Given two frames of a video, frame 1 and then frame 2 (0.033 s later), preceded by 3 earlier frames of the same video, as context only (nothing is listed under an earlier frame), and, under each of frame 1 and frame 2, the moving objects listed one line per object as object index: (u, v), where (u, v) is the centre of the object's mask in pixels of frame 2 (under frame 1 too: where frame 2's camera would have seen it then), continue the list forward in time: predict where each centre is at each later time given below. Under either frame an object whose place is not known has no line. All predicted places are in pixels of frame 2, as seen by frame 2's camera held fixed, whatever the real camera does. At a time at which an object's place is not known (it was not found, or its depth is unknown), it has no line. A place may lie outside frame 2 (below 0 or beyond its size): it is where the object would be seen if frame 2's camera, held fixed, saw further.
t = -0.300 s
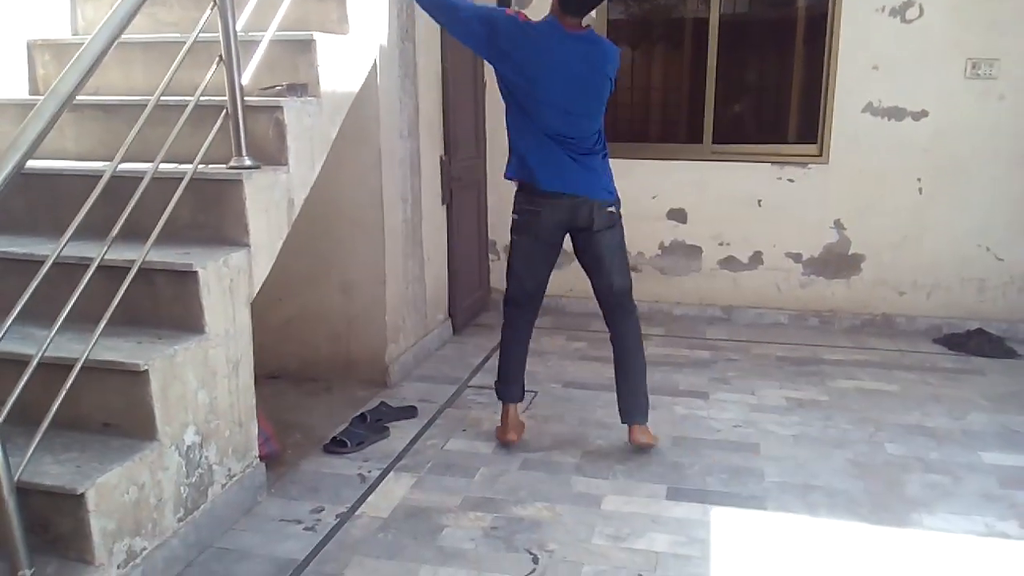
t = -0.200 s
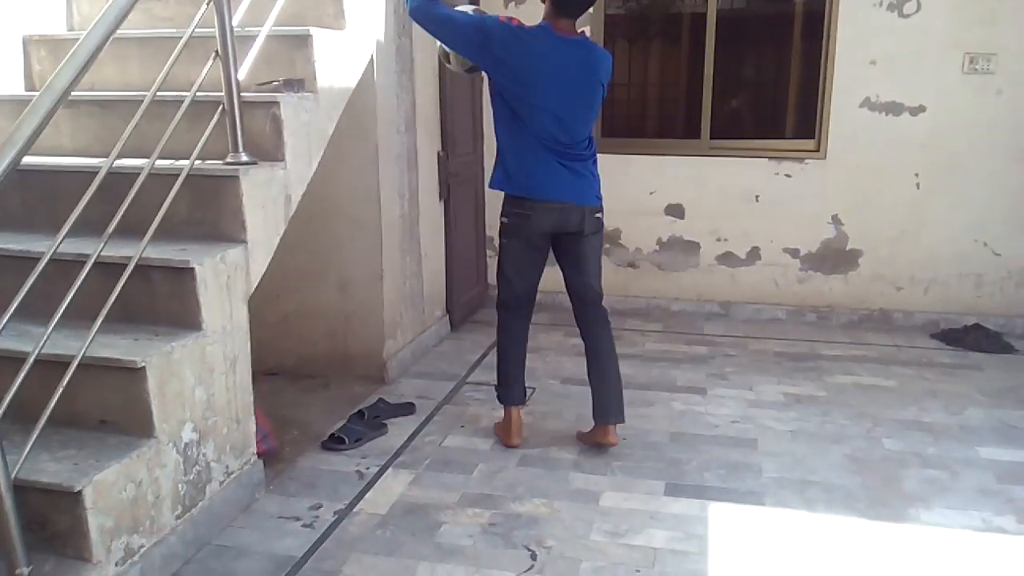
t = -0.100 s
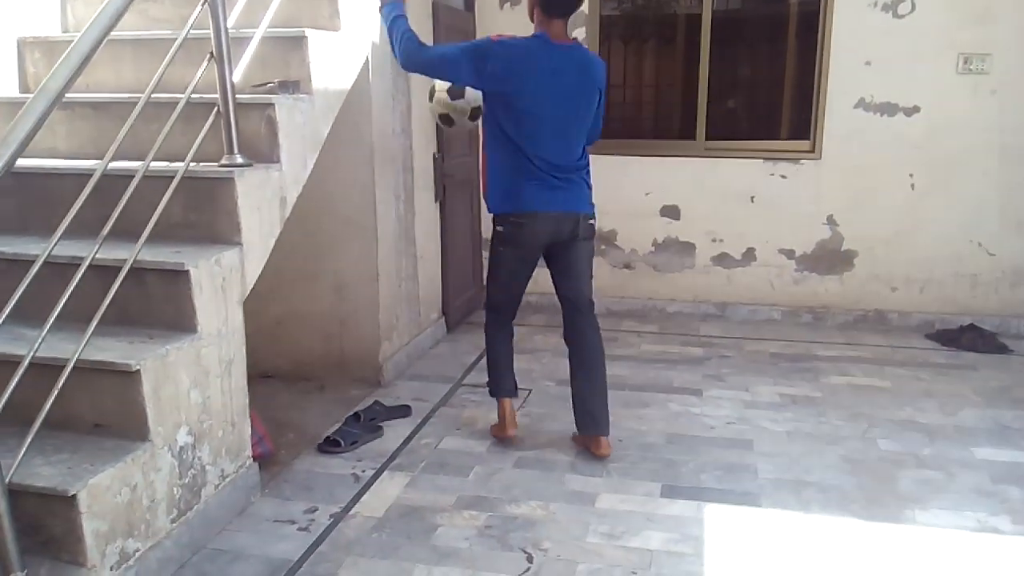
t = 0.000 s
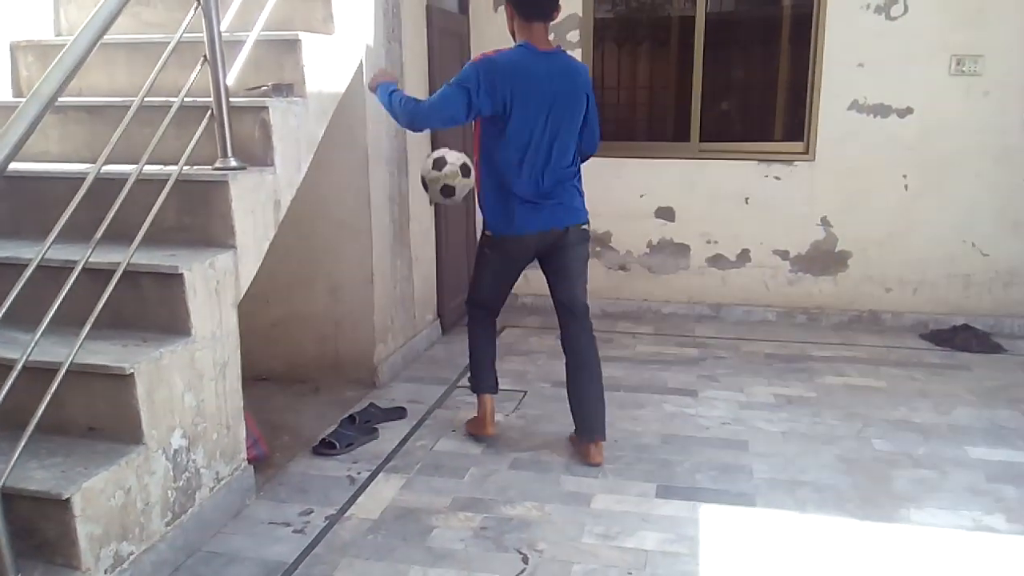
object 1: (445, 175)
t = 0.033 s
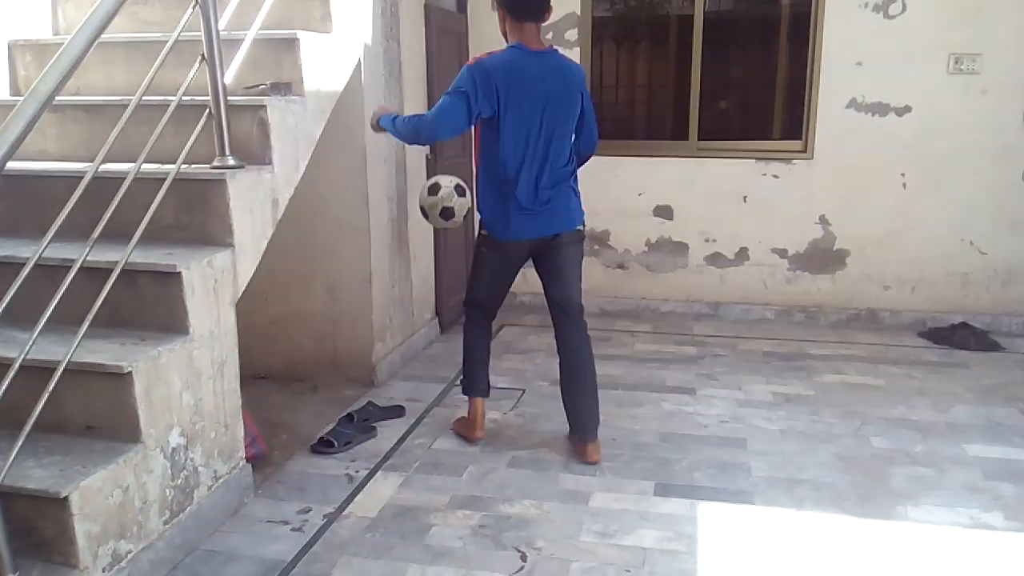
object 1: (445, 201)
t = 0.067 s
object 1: (444, 229)
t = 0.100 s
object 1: (444, 258)
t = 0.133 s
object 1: (442, 287)
